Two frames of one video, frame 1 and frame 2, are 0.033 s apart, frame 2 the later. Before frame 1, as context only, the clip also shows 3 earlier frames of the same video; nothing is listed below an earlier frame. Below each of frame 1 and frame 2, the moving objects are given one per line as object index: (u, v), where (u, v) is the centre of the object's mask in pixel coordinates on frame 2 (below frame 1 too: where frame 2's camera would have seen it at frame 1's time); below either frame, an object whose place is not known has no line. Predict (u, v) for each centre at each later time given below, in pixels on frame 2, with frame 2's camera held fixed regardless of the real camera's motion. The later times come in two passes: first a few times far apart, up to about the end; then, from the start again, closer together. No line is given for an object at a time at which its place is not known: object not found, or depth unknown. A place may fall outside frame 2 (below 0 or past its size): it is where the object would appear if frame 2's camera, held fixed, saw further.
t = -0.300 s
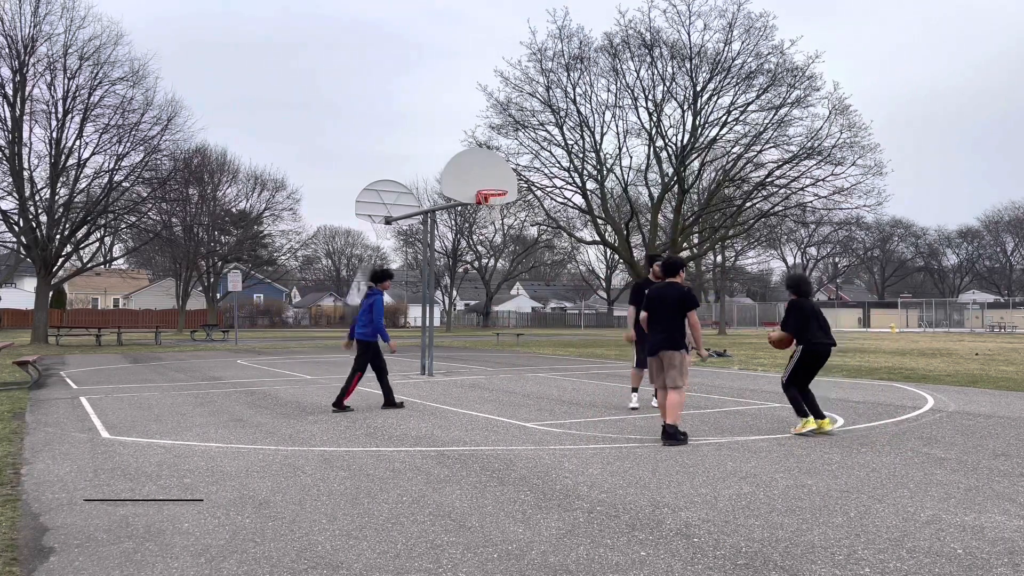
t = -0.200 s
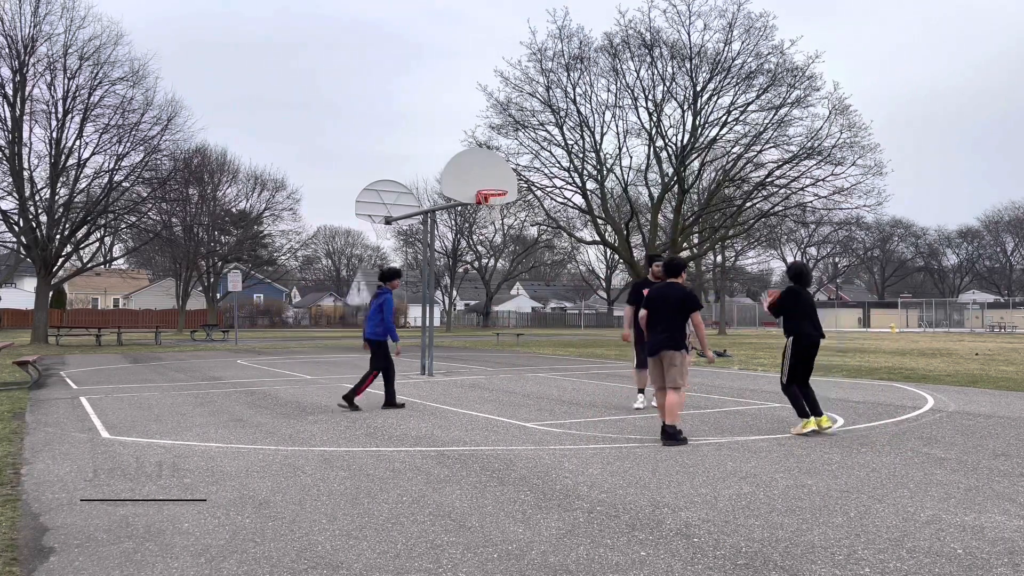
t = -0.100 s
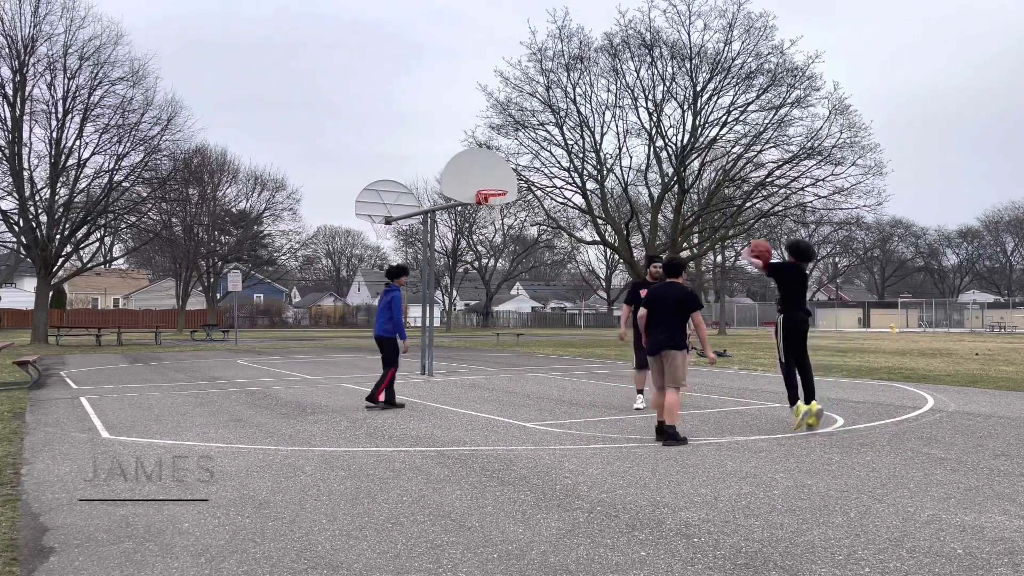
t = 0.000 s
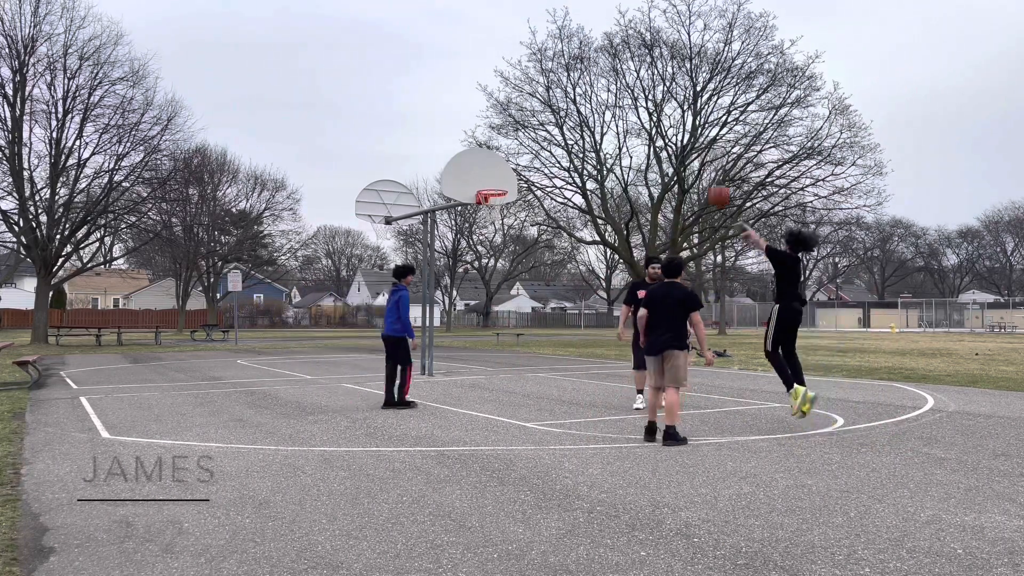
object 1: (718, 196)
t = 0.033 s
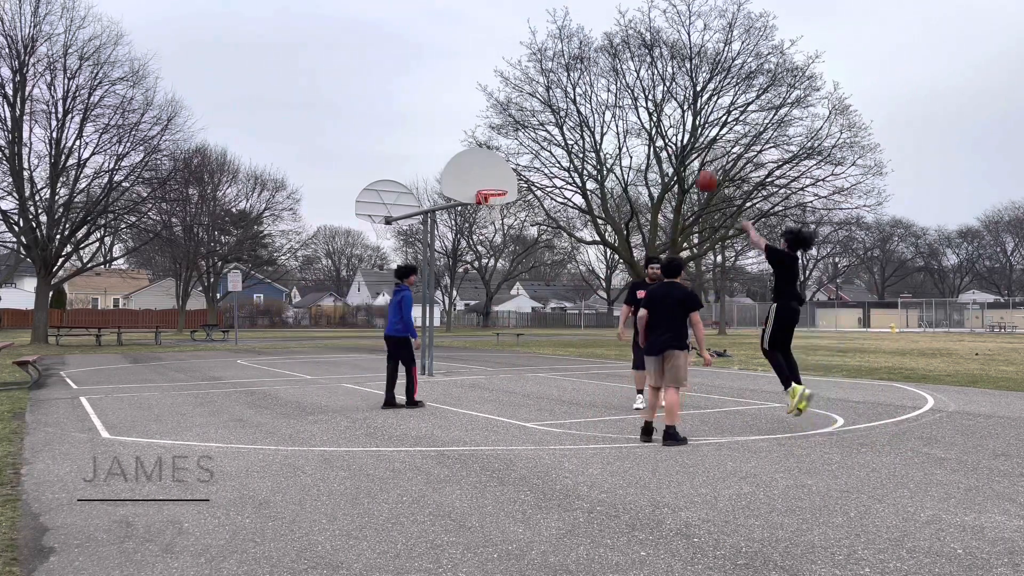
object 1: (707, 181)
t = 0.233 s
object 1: (638, 118)
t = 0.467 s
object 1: (572, 94)
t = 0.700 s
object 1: (520, 110)
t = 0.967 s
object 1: (469, 165)
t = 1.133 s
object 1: (472, 202)
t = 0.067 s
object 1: (693, 168)
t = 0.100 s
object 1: (682, 156)
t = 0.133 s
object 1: (671, 145)
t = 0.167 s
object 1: (659, 134)
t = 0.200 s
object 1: (648, 126)
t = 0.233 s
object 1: (638, 118)
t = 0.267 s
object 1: (628, 112)
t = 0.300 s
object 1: (617, 107)
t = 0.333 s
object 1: (608, 103)
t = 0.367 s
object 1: (599, 99)
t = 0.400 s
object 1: (589, 97)
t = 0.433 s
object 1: (581, 95)
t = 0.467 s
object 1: (572, 94)
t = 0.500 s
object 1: (565, 94)
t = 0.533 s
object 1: (557, 95)
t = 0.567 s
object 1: (549, 97)
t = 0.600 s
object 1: (541, 99)
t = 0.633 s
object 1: (534, 102)
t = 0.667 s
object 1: (527, 106)
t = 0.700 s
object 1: (520, 110)
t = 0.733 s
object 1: (513, 115)
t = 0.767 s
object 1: (506, 120)
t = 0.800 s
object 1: (499, 127)
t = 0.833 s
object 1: (492, 133)
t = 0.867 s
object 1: (487, 140)
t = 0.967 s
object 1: (469, 165)
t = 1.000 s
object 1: (463, 174)
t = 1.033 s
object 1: (463, 181)
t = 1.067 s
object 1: (466, 187)
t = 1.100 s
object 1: (470, 194)
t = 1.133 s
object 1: (472, 202)
